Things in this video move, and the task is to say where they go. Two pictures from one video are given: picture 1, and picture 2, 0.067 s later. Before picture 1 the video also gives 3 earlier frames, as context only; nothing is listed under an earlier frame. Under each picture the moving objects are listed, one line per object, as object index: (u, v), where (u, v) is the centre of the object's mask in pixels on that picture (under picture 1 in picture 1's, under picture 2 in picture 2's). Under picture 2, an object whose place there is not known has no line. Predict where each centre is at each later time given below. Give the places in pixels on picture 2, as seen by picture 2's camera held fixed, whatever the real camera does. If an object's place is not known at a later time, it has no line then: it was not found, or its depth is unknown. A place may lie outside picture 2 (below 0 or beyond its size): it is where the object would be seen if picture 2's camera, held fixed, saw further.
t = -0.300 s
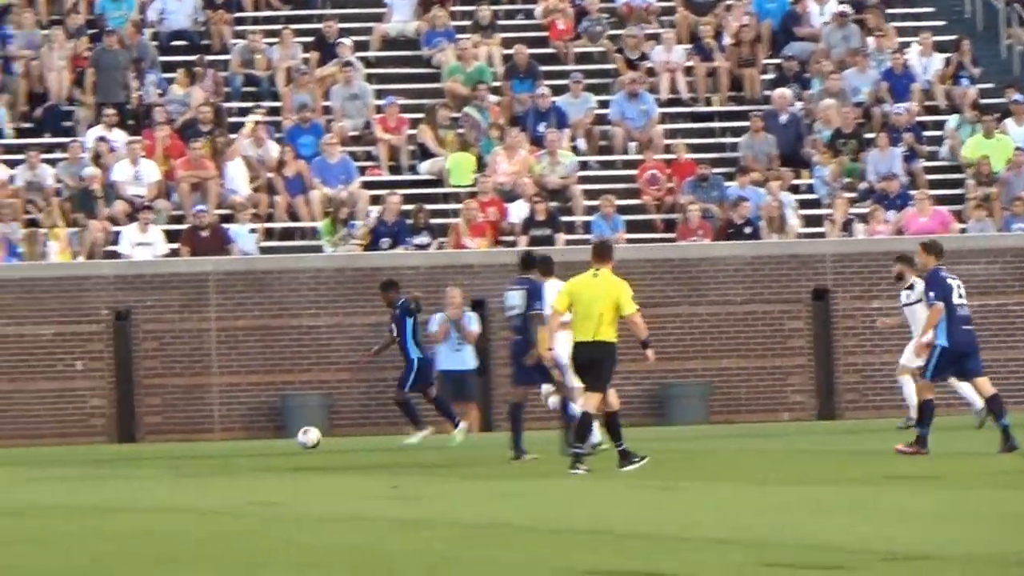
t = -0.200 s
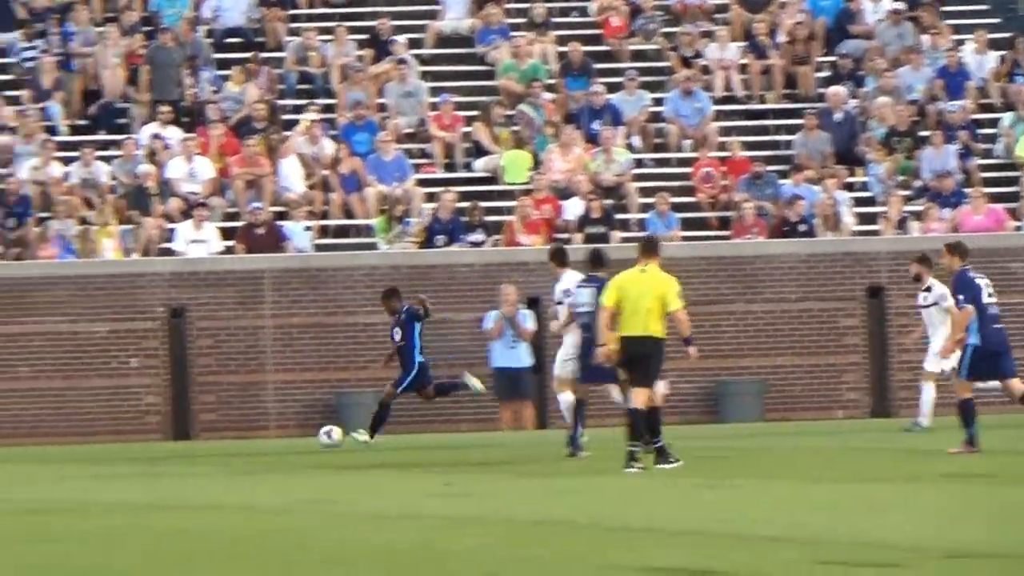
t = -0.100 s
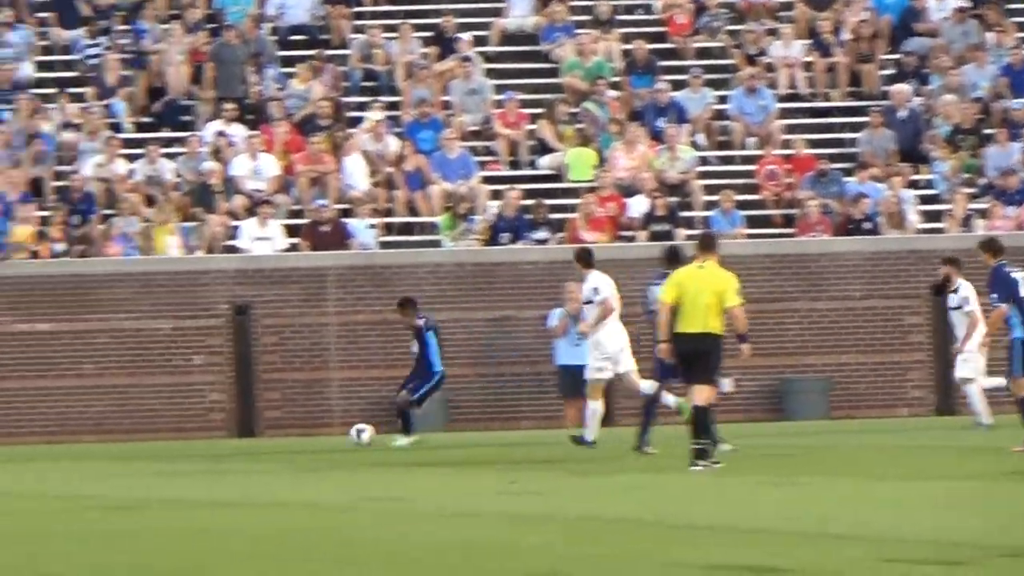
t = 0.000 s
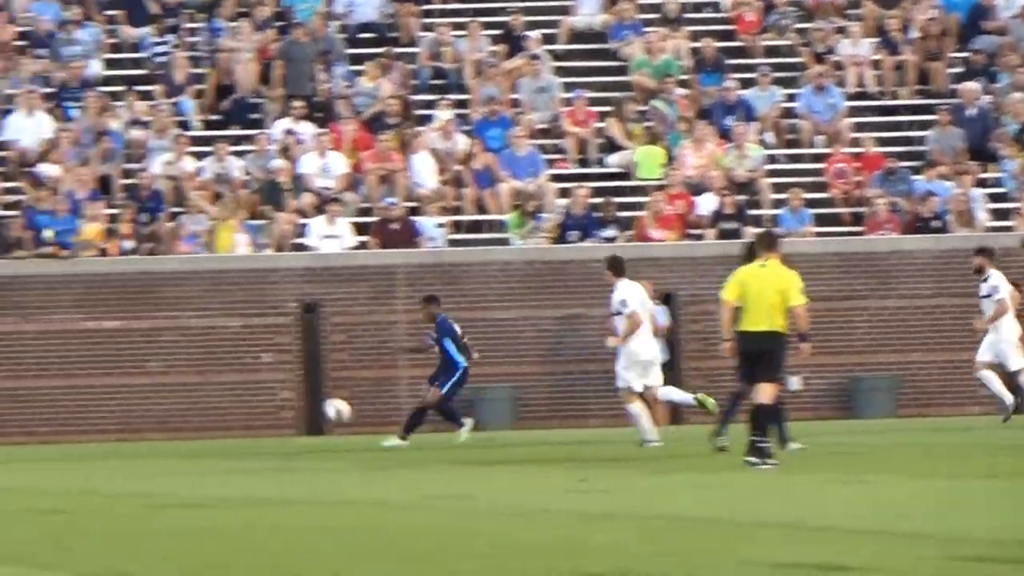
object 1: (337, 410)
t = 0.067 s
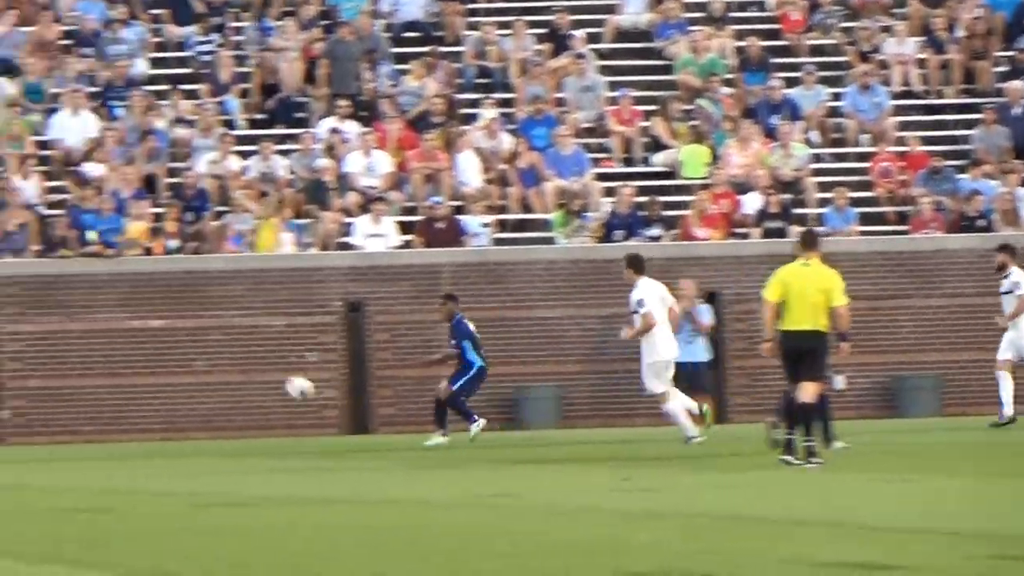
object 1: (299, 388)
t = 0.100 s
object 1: (257, 379)
